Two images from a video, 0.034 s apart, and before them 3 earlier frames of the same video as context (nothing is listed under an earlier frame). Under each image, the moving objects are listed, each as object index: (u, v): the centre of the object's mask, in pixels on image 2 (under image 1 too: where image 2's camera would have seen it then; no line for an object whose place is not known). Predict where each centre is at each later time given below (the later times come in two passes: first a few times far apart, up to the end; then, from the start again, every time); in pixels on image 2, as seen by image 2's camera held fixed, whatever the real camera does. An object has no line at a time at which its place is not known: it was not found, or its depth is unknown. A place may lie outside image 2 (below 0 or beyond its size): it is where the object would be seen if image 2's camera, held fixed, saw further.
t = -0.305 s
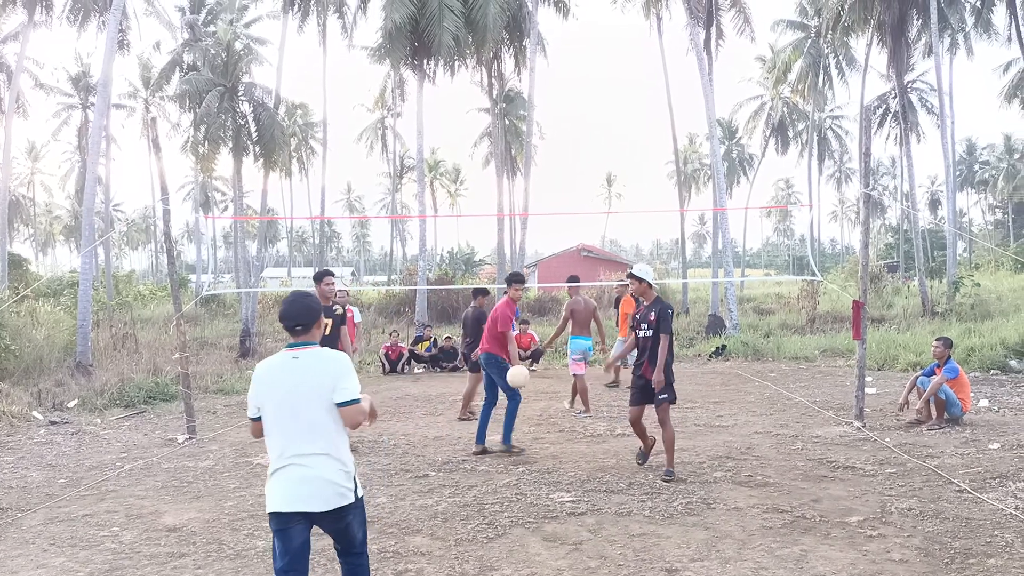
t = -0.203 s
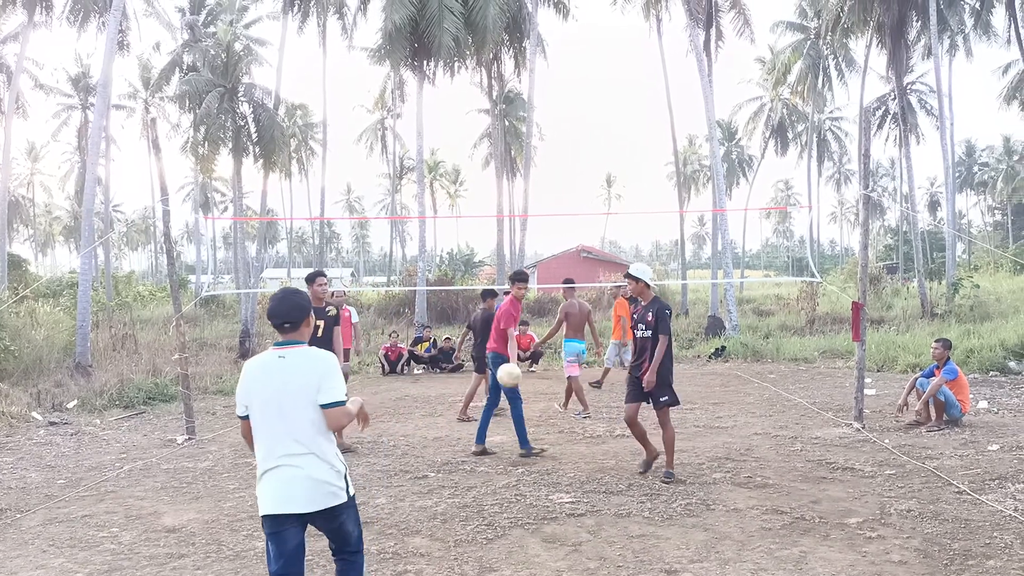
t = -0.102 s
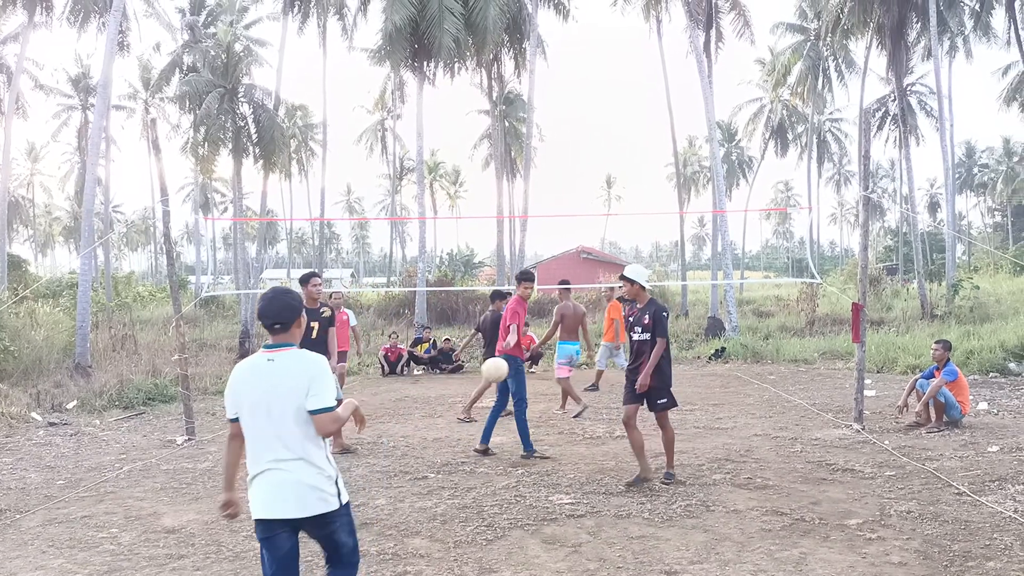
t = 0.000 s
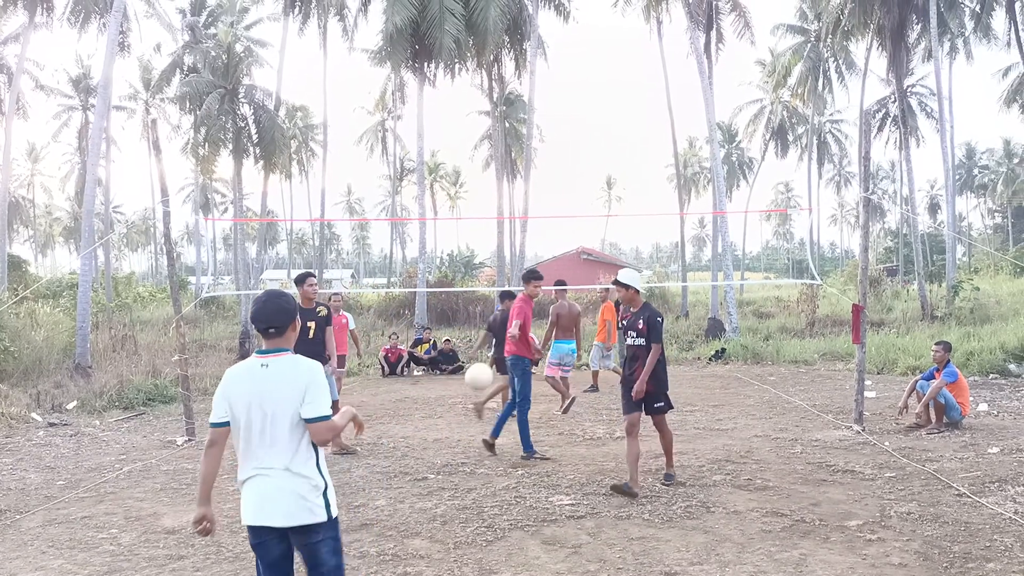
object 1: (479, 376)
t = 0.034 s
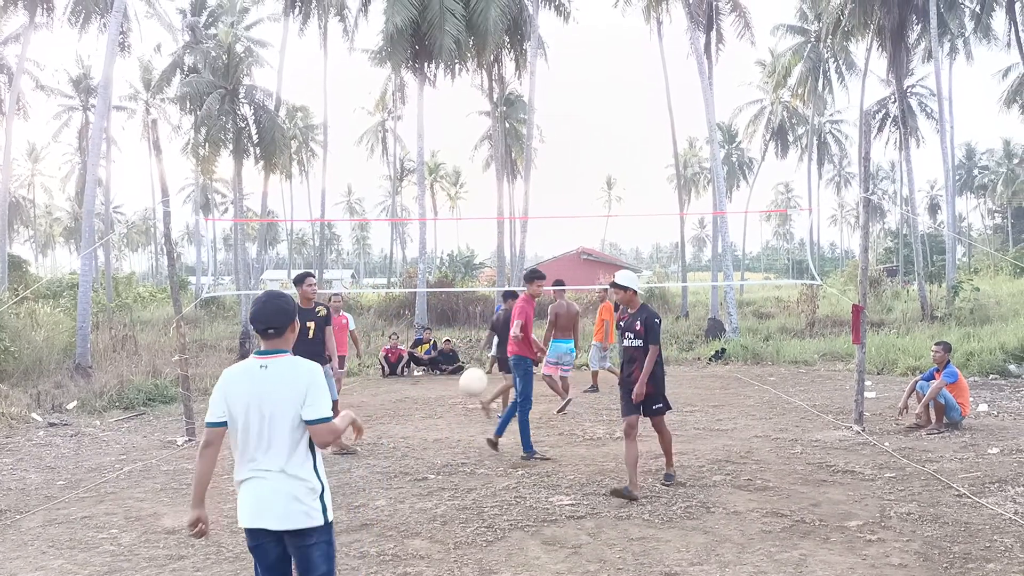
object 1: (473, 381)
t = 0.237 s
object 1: (432, 454)
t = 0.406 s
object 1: (383, 537)
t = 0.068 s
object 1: (467, 388)
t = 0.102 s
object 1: (461, 398)
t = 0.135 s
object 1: (454, 408)
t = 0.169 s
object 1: (447, 422)
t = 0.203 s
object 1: (440, 436)
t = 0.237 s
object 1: (432, 454)
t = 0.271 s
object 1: (424, 476)
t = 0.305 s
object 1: (415, 500)
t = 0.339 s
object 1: (406, 527)
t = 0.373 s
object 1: (394, 552)
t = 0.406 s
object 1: (383, 537)
